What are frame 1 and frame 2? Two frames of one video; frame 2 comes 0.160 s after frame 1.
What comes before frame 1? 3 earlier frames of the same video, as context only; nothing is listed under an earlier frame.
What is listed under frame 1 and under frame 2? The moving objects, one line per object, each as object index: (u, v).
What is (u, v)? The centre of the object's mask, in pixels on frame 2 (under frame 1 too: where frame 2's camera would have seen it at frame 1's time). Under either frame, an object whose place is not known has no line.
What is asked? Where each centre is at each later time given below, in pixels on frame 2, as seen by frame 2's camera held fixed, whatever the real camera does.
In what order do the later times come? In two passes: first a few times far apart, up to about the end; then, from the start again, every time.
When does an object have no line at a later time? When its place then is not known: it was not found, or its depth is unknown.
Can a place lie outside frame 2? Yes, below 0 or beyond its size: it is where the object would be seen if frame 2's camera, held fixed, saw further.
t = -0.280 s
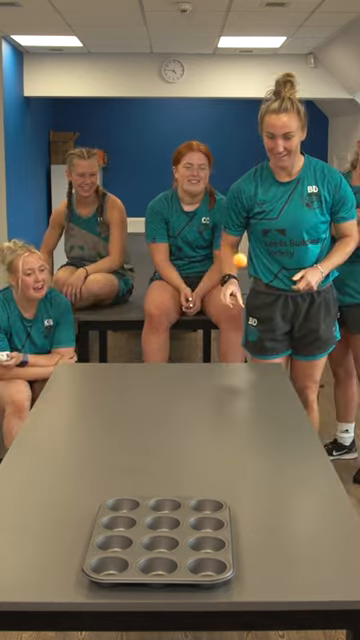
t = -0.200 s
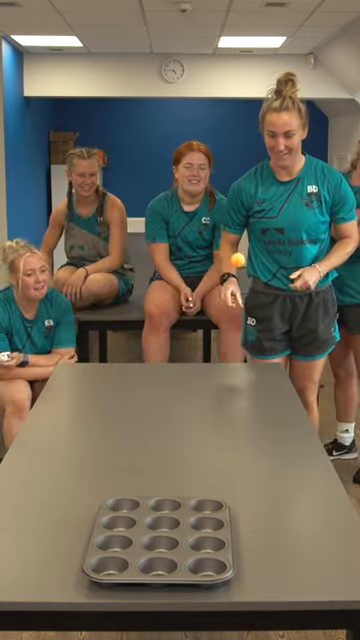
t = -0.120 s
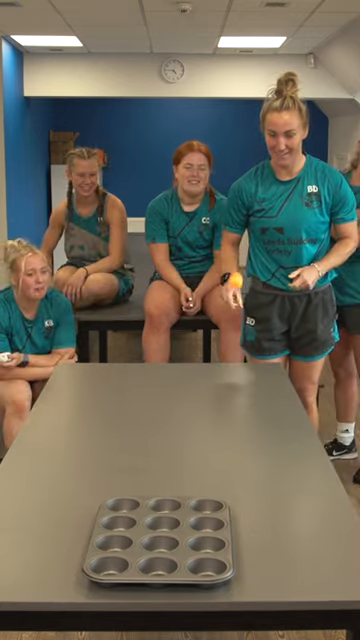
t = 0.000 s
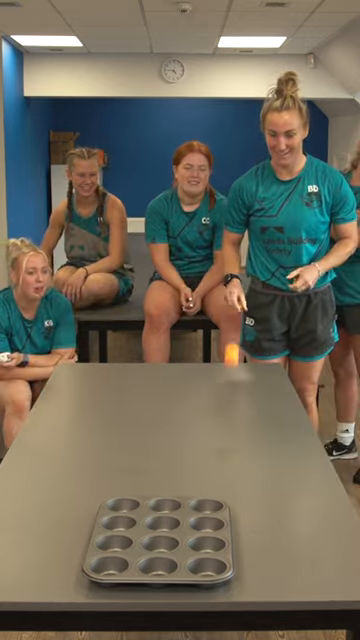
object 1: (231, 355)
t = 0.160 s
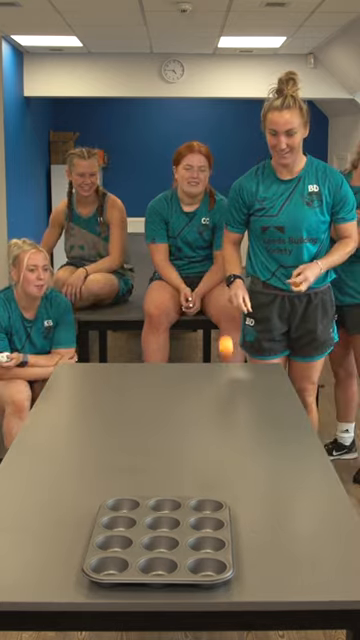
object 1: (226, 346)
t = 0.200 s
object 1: (224, 327)
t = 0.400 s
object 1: (215, 322)
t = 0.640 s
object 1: (201, 401)
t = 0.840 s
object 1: (188, 357)
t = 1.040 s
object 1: (174, 471)
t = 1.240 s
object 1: (158, 399)
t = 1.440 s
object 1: (143, 488)
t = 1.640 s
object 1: (124, 472)
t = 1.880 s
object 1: (100, 504)
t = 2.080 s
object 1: (92, 541)
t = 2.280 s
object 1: (83, 562)
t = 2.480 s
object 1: (66, 595)
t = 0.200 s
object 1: (224, 327)
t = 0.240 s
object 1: (222, 315)
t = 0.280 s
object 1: (221, 308)
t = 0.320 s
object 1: (219, 307)
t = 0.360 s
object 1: (217, 311)
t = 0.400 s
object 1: (215, 322)
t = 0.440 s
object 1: (213, 338)
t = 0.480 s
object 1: (211, 361)
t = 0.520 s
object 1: (209, 390)
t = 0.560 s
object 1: (206, 425)
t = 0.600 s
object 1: (204, 428)
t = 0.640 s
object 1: (201, 401)
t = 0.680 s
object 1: (199, 381)
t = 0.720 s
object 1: (196, 366)
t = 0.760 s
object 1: (193, 356)
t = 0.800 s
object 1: (191, 354)
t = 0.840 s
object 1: (188, 357)
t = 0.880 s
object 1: (186, 367)
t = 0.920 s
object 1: (183, 385)
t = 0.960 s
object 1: (180, 408)
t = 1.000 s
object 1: (177, 438)
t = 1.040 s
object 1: (174, 471)
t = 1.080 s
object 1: (171, 449)
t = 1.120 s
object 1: (168, 427)
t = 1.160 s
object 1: (165, 411)
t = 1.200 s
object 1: (162, 401)
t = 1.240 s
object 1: (158, 399)
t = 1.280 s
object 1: (155, 403)
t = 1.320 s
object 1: (152, 414)
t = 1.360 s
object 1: (149, 433)
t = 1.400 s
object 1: (146, 458)
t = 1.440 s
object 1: (143, 488)
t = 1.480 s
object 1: (139, 473)
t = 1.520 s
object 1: (135, 463)
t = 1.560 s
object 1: (131, 459)
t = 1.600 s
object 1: (128, 462)
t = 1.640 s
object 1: (124, 472)
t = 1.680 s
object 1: (120, 491)
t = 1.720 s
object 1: (117, 517)
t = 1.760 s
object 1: (113, 517)
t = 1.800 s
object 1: (109, 504)
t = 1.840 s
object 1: (105, 501)
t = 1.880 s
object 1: (100, 504)
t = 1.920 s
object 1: (97, 515)
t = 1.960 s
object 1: (93, 530)
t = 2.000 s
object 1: (92, 526)
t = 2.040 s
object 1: (92, 530)
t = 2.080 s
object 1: (92, 541)
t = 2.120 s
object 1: (91, 541)
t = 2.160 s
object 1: (89, 546)
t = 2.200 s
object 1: (87, 553)
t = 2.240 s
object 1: (85, 557)
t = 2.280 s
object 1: (83, 562)
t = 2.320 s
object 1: (80, 571)
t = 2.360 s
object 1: (77, 586)
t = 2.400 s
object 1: (73, 583)
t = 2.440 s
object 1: (70, 584)
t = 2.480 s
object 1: (66, 595)
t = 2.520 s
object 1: (63, 615)
